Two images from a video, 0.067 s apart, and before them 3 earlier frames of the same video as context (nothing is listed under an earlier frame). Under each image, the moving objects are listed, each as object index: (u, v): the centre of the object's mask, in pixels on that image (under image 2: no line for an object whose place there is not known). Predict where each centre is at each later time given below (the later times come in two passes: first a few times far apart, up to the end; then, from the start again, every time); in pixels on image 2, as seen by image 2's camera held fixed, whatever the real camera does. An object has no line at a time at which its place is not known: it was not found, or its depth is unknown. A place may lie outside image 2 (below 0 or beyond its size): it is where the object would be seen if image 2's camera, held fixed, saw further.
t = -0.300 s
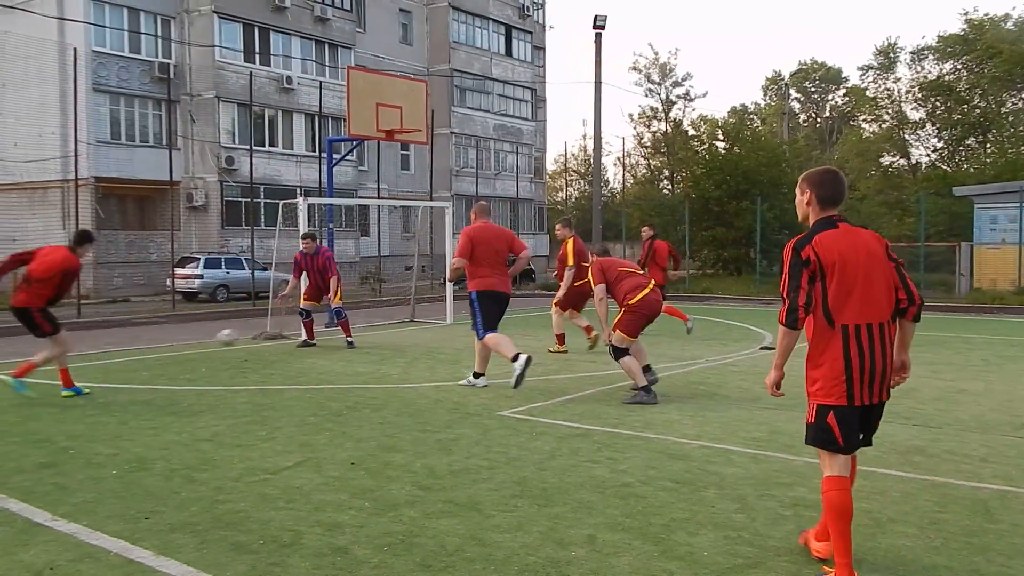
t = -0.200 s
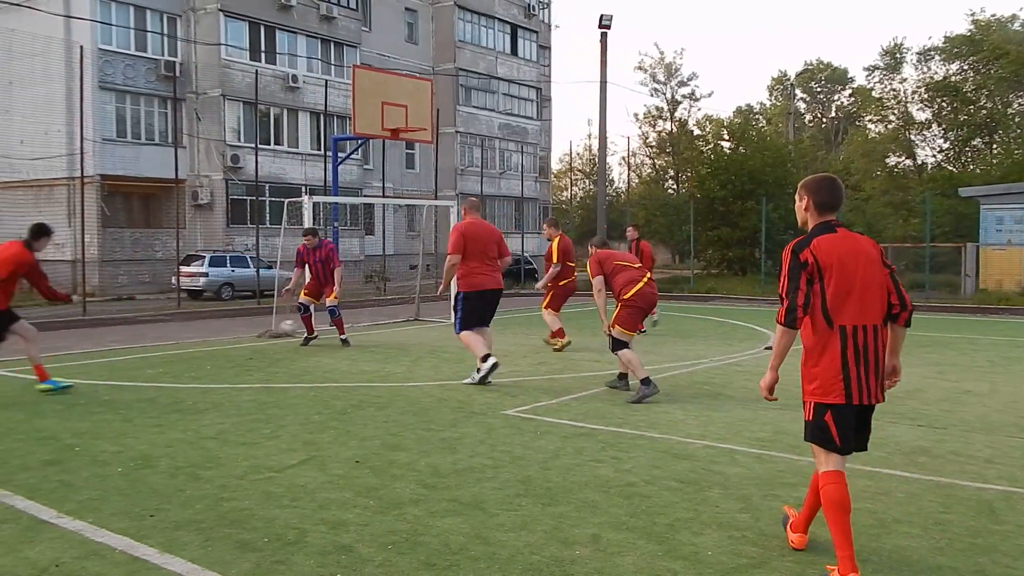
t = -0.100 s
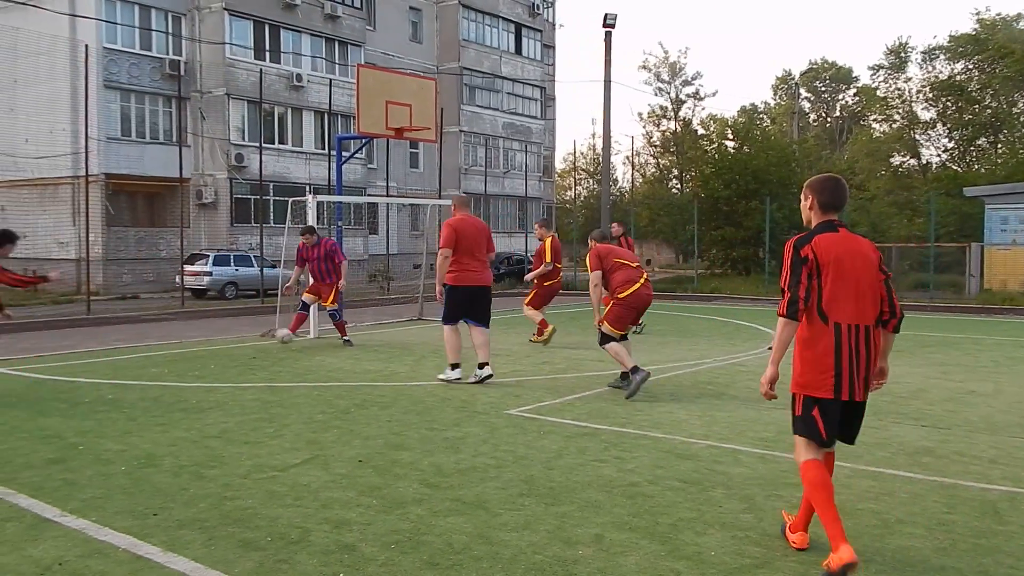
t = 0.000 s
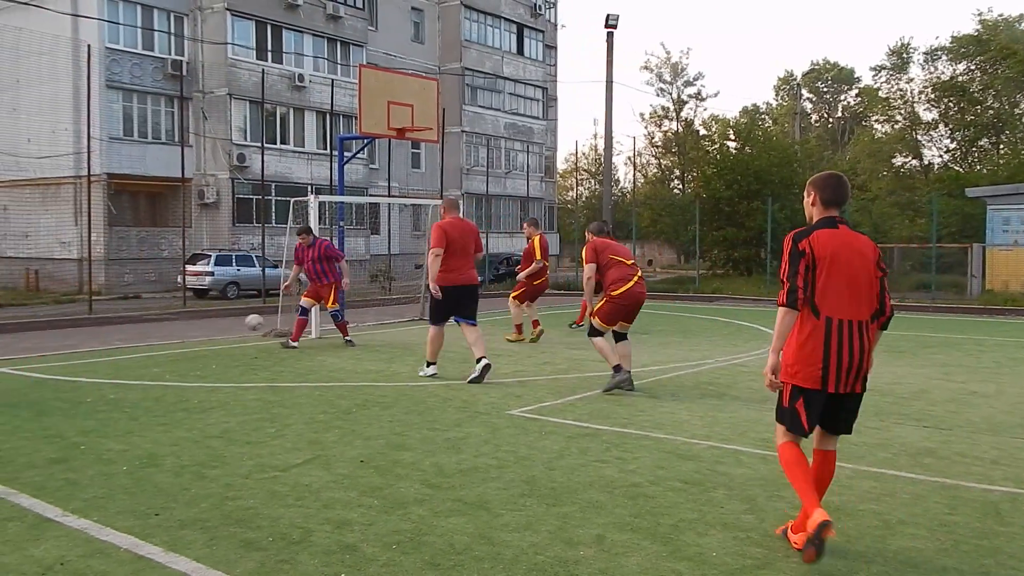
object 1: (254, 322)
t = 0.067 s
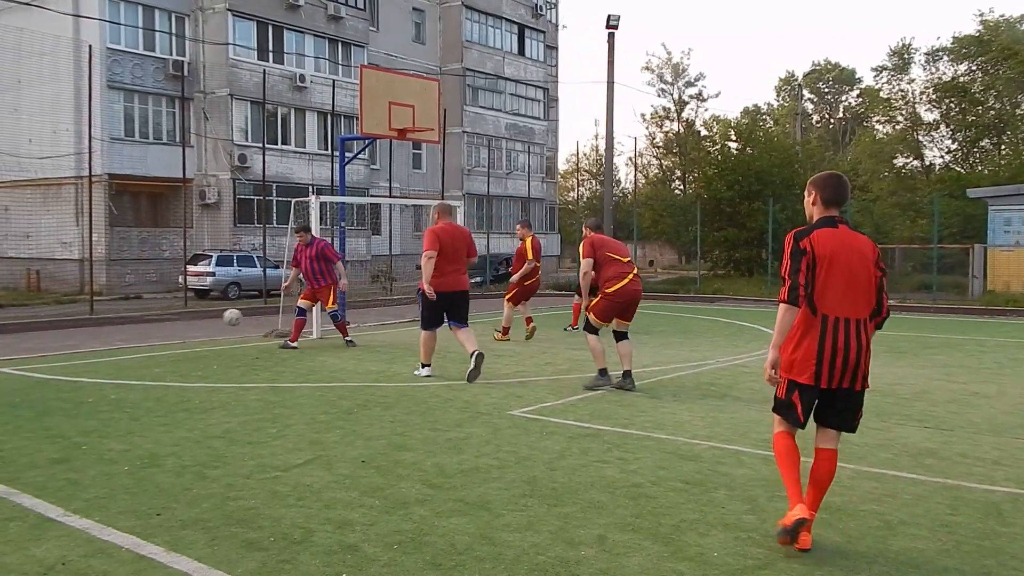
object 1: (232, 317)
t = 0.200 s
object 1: (182, 318)
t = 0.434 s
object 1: (73, 369)
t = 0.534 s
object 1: (15, 383)
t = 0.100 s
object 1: (221, 316)
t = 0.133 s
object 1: (208, 315)
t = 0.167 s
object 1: (195, 317)
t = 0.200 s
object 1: (182, 318)
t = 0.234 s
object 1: (168, 321)
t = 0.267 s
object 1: (153, 326)
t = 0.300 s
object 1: (139, 331)
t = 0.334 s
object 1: (123, 338)
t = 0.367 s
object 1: (108, 347)
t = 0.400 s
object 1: (91, 357)
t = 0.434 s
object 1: (73, 369)
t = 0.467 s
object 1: (55, 384)
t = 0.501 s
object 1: (36, 385)
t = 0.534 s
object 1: (15, 383)
